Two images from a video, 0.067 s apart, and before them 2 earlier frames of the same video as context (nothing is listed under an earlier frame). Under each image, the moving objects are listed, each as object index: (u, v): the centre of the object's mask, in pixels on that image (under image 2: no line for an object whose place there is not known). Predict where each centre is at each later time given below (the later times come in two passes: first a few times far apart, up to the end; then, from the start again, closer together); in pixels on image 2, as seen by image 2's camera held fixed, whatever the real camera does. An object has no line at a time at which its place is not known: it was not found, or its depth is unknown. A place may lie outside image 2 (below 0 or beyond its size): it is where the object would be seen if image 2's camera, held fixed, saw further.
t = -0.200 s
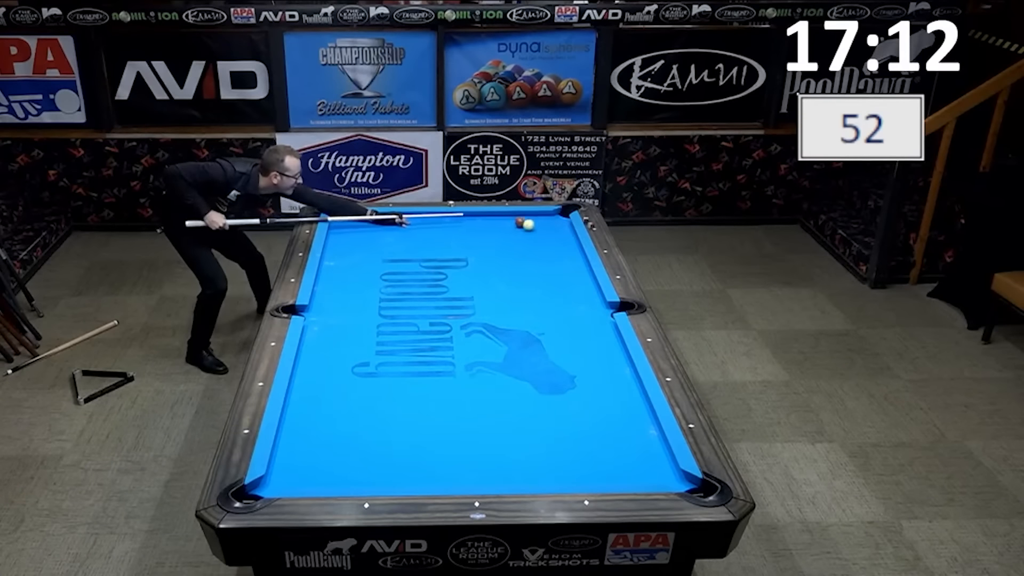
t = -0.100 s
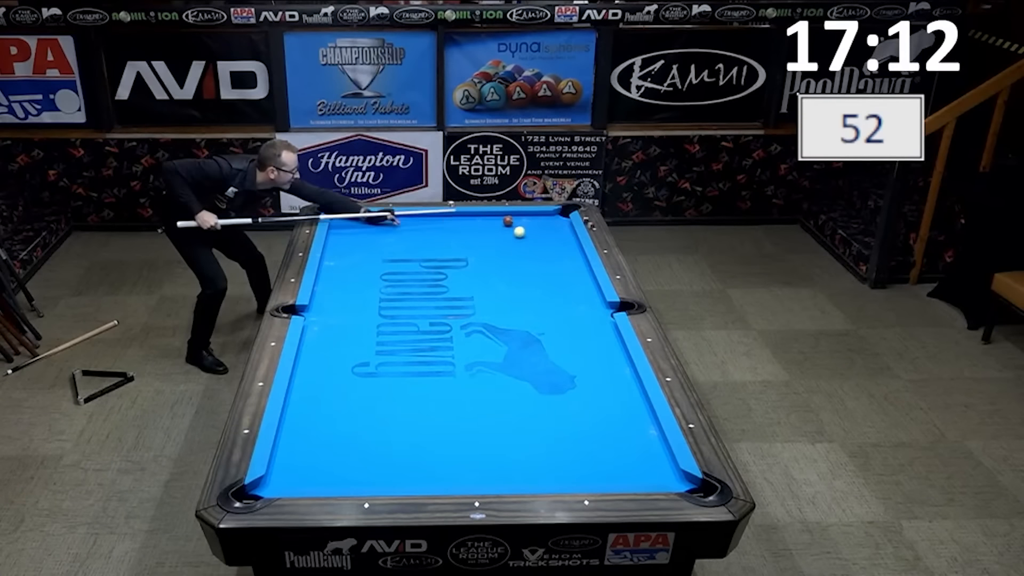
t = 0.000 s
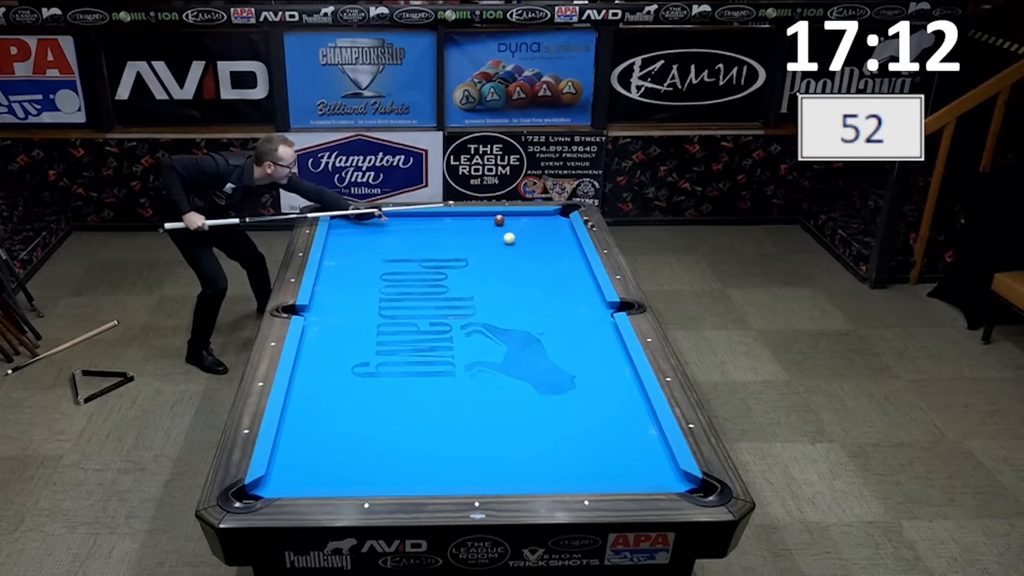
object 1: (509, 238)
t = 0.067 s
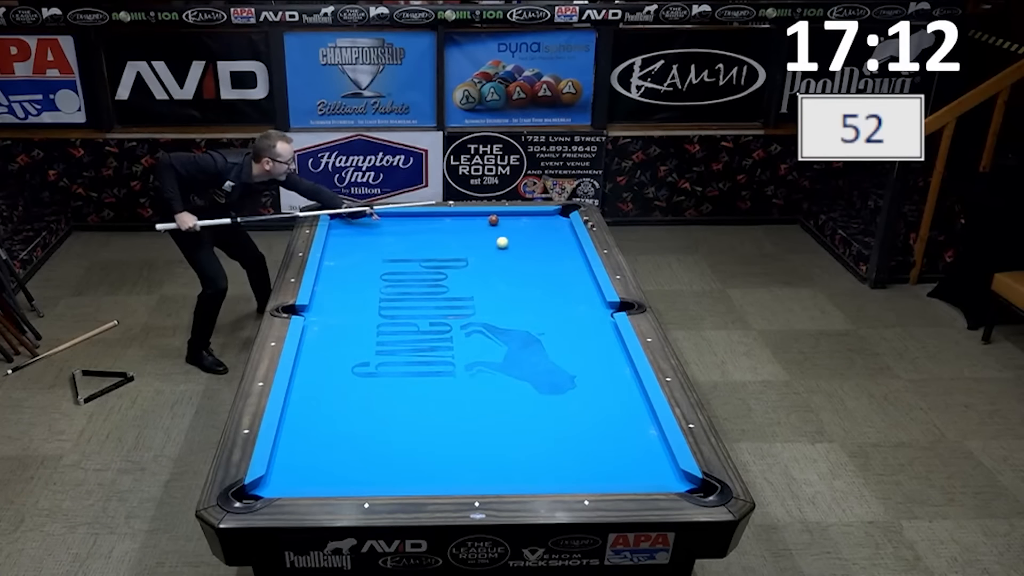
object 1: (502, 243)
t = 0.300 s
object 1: (477, 258)
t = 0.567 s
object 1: (447, 275)
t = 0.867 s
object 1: (410, 298)
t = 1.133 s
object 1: (371, 321)
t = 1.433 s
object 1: (327, 348)
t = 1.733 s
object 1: (307, 373)
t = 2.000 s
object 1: (323, 393)
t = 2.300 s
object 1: (340, 417)
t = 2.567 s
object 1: (355, 438)
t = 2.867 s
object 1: (372, 462)
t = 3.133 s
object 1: (390, 481)
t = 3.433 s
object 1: (407, 470)
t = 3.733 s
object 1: (421, 457)
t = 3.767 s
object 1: (423, 456)
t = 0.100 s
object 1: (500, 244)
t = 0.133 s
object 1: (497, 246)
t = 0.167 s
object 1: (491, 249)
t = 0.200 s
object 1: (488, 251)
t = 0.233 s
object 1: (484, 254)
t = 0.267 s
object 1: (480, 256)
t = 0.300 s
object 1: (477, 258)
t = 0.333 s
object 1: (473, 260)
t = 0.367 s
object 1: (469, 262)
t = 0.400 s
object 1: (465, 265)
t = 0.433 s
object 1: (461, 267)
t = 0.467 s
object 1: (458, 270)
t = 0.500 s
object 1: (456, 271)
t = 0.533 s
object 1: (451, 273)
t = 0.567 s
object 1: (447, 275)
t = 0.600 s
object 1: (443, 278)
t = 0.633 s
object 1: (437, 281)
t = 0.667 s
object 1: (433, 284)
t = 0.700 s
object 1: (429, 287)
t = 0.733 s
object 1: (425, 289)
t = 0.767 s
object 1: (421, 292)
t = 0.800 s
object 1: (416, 294)
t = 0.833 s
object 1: (412, 297)
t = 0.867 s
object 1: (410, 298)
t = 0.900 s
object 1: (406, 301)
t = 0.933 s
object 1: (401, 303)
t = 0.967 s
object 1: (394, 307)
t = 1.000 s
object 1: (390, 310)
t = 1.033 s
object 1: (385, 313)
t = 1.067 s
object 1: (381, 316)
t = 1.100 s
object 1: (376, 319)
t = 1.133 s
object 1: (371, 321)
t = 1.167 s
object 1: (367, 324)
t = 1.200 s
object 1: (362, 327)
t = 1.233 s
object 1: (357, 330)
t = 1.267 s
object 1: (355, 331)
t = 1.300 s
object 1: (350, 335)
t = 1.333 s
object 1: (345, 337)
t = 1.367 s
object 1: (337, 342)
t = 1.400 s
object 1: (332, 345)
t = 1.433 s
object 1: (327, 348)
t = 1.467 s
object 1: (322, 351)
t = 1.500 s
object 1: (317, 354)
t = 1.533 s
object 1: (312, 358)
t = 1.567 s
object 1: (306, 361)
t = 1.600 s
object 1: (301, 364)
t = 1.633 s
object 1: (302, 367)
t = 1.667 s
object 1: (303, 368)
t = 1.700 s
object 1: (306, 370)
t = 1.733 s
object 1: (307, 373)
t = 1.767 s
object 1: (310, 376)
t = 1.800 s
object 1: (312, 379)
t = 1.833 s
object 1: (314, 381)
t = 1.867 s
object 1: (315, 384)
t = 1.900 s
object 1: (317, 386)
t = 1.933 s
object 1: (319, 389)
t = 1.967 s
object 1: (321, 391)
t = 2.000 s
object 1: (323, 393)
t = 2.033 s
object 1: (324, 396)
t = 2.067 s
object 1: (325, 397)
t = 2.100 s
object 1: (327, 400)
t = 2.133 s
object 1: (329, 402)
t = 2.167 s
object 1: (332, 406)
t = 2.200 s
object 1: (334, 409)
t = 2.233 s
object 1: (336, 412)
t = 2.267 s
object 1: (338, 414)
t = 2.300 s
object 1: (340, 417)
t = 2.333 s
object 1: (341, 419)
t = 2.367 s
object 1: (343, 422)
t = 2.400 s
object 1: (345, 425)
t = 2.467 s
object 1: (348, 429)
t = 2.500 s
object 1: (350, 431)
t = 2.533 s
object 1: (352, 434)
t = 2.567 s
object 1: (355, 438)
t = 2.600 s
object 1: (357, 441)
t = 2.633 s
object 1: (359, 444)
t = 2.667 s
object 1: (361, 447)
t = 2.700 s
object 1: (363, 449)
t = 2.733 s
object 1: (365, 452)
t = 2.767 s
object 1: (367, 455)
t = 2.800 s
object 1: (369, 458)
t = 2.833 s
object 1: (370, 459)
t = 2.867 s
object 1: (372, 462)
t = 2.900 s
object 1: (374, 465)
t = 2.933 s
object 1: (376, 468)
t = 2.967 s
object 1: (380, 472)
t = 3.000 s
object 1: (382, 475)
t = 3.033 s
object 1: (384, 477)
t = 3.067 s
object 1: (386, 479)
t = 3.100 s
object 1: (388, 480)
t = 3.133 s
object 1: (390, 481)
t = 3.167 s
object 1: (392, 480)
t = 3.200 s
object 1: (394, 479)
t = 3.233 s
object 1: (395, 479)
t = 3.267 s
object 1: (397, 478)
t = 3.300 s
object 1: (399, 477)
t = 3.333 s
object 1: (401, 476)
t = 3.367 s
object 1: (404, 473)
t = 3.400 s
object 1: (405, 472)
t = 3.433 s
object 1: (407, 470)
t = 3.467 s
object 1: (409, 468)
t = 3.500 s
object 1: (411, 467)
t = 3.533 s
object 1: (412, 465)
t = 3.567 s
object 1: (414, 464)
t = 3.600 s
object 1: (415, 463)
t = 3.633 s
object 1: (416, 461)
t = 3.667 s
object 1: (418, 460)
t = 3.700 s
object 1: (420, 458)
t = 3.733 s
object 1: (421, 457)
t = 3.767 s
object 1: (423, 456)
